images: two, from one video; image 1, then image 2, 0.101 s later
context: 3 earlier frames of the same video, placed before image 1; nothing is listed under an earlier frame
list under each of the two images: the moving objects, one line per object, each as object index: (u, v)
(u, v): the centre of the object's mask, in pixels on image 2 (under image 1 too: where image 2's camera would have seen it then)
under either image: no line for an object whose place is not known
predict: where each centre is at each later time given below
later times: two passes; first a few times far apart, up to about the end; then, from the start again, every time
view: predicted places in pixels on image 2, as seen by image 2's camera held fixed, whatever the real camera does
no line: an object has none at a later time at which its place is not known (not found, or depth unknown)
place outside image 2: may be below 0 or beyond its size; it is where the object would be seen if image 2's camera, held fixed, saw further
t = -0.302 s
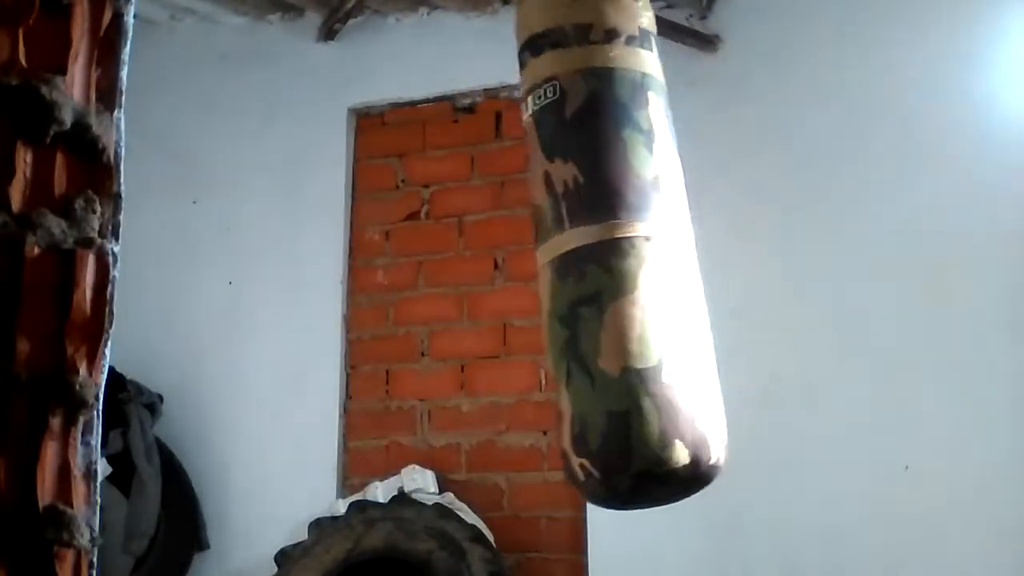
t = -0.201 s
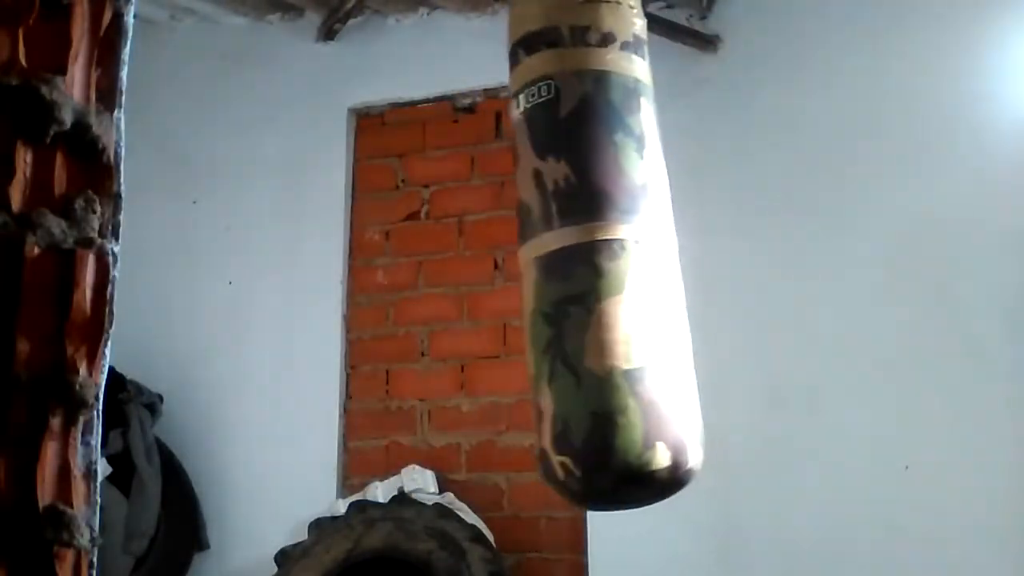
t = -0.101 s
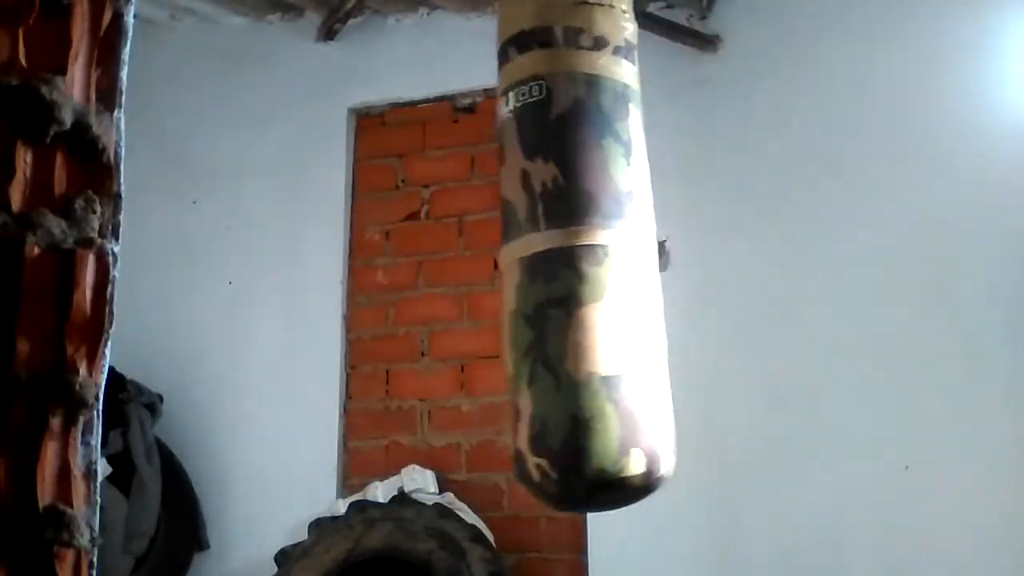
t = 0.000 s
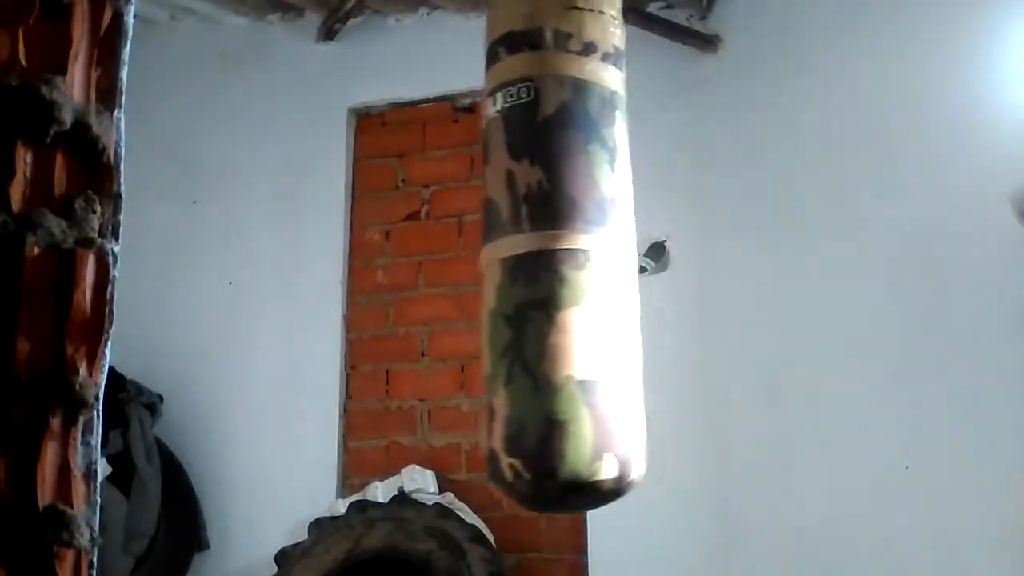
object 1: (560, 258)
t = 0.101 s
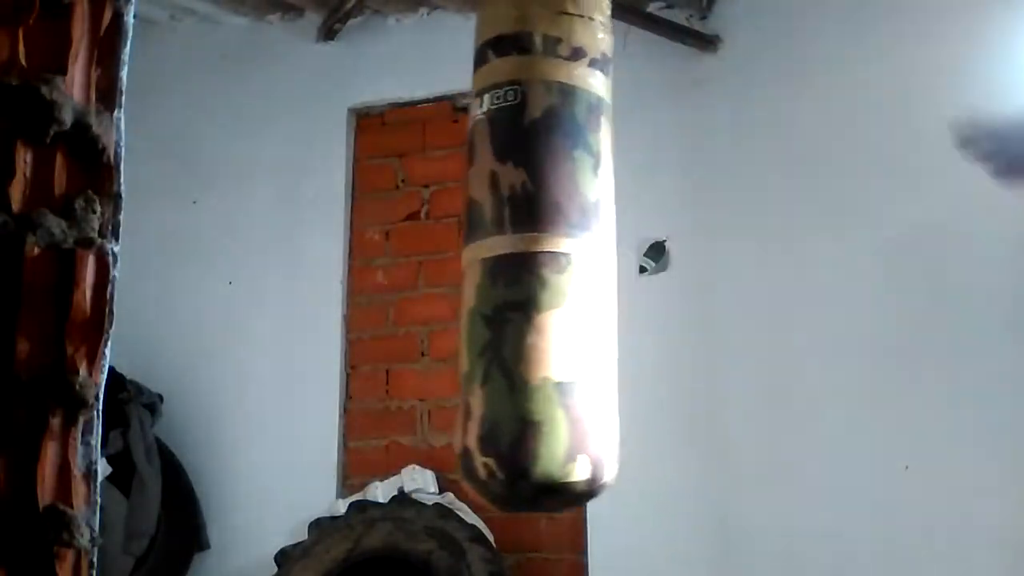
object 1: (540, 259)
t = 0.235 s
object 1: (518, 258)
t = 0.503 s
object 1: (498, 259)
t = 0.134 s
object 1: (534, 258)
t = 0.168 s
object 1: (528, 258)
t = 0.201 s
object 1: (523, 258)
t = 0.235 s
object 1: (518, 258)
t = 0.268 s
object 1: (514, 258)
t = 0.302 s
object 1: (510, 258)
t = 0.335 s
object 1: (507, 258)
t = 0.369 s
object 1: (504, 259)
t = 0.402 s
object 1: (502, 258)
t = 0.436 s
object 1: (500, 259)
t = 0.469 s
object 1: (499, 259)
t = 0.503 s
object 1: (498, 259)
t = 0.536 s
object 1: (498, 259)
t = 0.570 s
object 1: (499, 259)
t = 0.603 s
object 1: (500, 259)
